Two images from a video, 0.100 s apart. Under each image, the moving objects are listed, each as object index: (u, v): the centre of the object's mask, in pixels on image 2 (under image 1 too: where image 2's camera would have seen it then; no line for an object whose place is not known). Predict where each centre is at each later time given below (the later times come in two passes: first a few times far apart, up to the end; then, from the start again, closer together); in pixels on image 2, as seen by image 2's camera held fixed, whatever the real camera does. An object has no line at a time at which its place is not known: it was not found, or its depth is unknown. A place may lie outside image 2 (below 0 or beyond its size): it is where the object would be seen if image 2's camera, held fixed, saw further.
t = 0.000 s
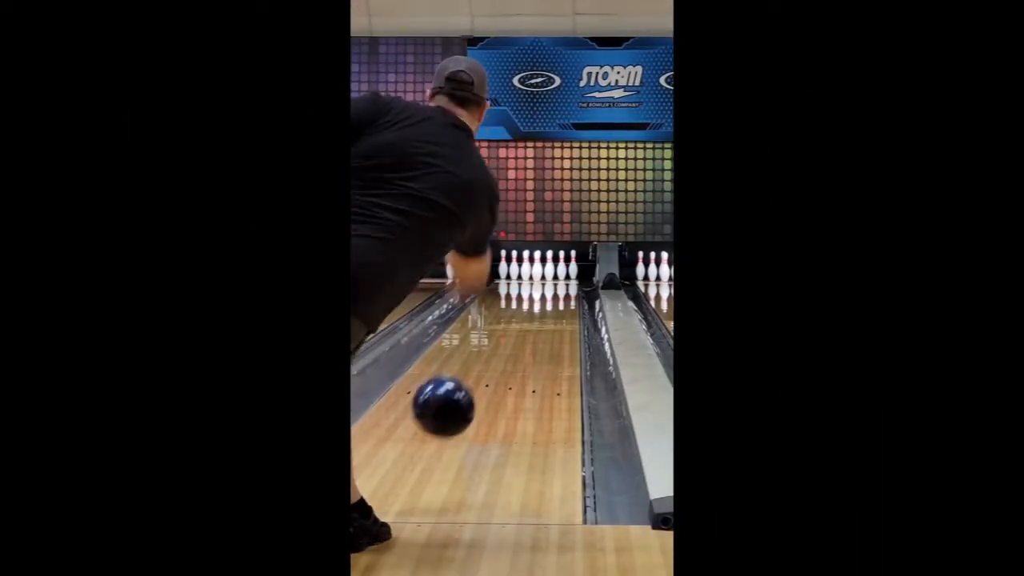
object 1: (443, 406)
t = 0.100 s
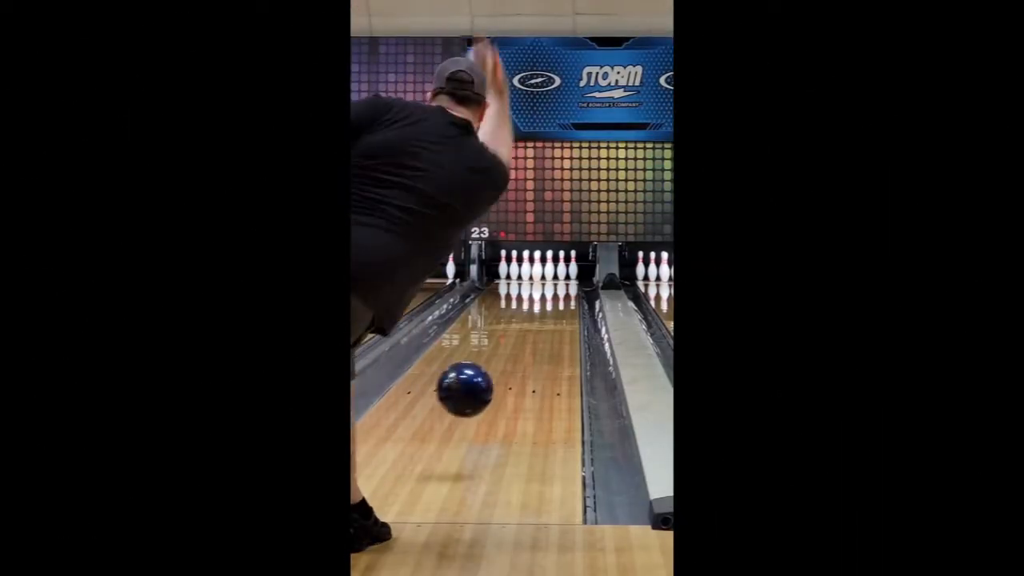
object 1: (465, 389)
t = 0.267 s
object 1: (491, 413)
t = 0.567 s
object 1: (524, 369)
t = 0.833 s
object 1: (542, 342)
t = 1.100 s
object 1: (554, 322)
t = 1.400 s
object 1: (563, 306)
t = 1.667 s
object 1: (567, 295)
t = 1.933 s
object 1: (565, 286)
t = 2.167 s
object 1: (560, 280)
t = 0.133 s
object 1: (471, 389)
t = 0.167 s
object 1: (476, 392)
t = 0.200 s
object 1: (482, 397)
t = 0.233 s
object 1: (486, 405)
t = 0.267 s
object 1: (491, 413)
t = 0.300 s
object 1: (496, 405)
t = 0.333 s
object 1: (500, 399)
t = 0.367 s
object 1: (504, 395)
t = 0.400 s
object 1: (508, 391)
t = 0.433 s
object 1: (511, 386)
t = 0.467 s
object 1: (515, 382)
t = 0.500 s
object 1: (518, 377)
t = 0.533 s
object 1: (521, 373)
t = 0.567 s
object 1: (524, 369)
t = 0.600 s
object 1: (527, 365)
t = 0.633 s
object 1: (529, 361)
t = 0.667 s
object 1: (532, 357)
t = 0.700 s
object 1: (534, 354)
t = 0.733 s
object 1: (536, 351)
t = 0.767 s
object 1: (545, 349)
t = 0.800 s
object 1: (540, 345)
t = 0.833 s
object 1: (542, 342)
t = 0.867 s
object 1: (544, 339)
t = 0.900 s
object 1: (546, 336)
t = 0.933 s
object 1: (547, 334)
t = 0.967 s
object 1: (549, 331)
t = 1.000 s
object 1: (550, 329)
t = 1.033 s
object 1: (552, 326)
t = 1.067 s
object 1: (553, 324)
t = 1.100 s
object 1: (554, 322)
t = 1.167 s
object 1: (557, 318)
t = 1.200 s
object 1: (558, 316)
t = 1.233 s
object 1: (559, 314)
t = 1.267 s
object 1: (560, 313)
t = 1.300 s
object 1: (561, 311)
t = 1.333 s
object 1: (562, 309)
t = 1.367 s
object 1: (562, 307)
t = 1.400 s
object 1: (563, 306)
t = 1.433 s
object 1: (564, 304)
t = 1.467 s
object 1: (564, 302)
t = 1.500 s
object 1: (565, 301)
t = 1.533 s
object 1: (565, 300)
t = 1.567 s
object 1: (566, 298)
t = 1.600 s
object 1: (566, 297)
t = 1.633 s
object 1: (567, 296)
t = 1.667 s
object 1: (567, 295)
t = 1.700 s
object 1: (567, 293)
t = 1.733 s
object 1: (567, 292)
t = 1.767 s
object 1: (567, 291)
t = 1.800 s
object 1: (567, 290)
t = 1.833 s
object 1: (566, 289)
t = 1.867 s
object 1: (566, 288)
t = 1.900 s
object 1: (566, 287)
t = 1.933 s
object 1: (565, 286)
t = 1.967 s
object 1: (565, 285)
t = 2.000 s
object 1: (564, 284)
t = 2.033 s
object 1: (563, 283)
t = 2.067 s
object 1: (562, 282)
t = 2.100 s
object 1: (561, 281)
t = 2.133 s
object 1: (561, 280)
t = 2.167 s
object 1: (560, 280)
